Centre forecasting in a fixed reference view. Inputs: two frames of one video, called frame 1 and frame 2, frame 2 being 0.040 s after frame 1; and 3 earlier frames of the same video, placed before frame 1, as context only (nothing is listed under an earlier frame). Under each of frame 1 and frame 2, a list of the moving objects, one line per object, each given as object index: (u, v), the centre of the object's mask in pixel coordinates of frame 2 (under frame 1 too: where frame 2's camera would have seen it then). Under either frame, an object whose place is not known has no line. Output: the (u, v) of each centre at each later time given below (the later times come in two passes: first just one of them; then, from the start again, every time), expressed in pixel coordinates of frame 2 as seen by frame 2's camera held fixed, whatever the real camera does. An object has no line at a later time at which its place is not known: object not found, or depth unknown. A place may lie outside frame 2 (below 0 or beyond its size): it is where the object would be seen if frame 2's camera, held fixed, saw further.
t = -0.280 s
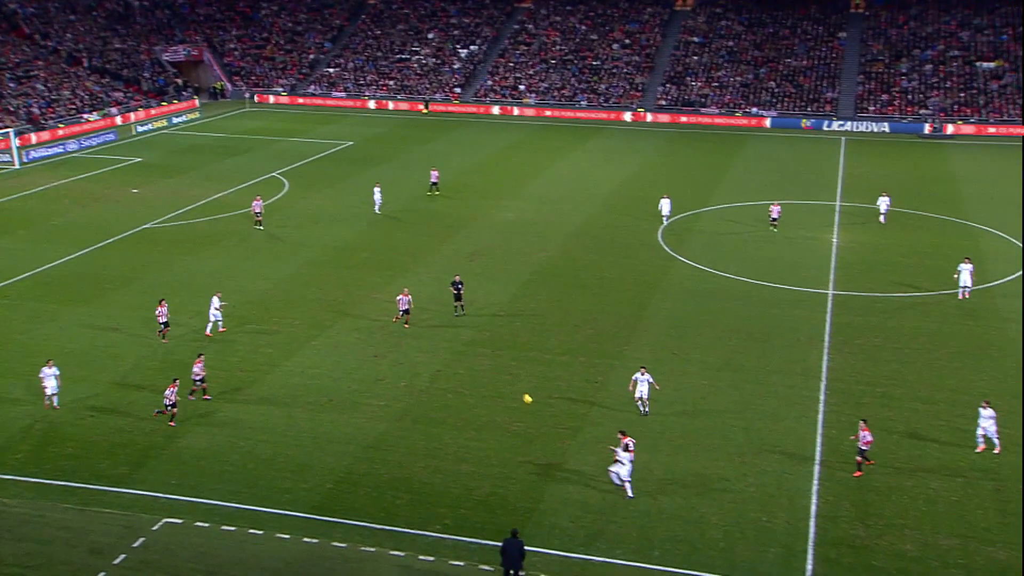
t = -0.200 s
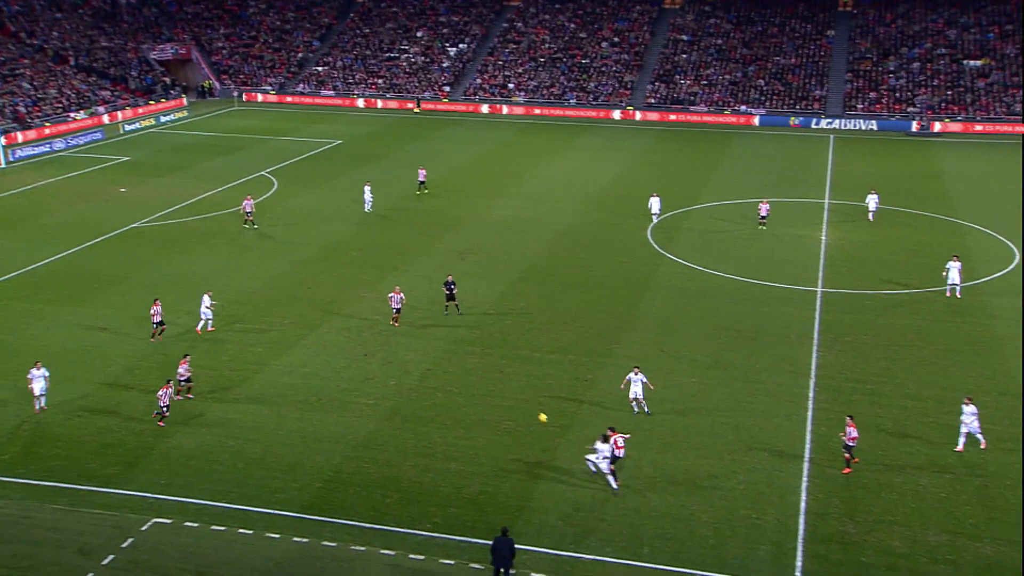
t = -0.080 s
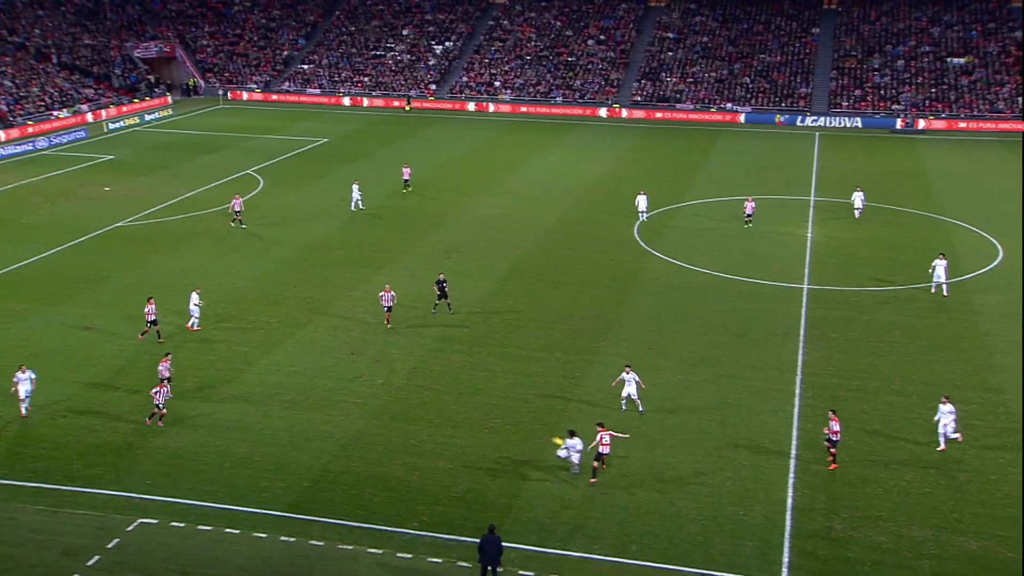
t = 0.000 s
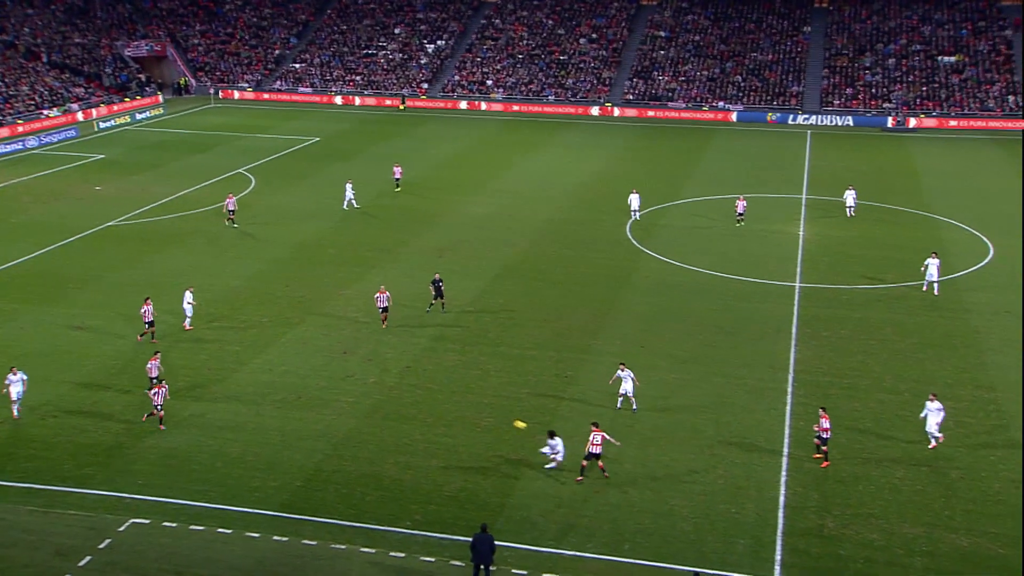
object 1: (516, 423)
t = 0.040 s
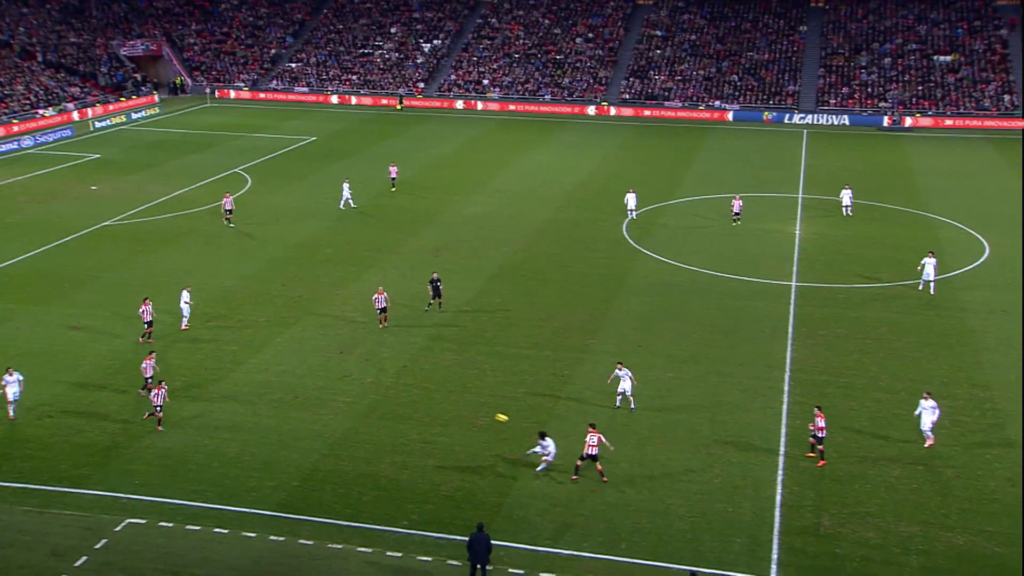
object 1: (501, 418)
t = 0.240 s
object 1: (431, 395)
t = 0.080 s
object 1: (487, 412)
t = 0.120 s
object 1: (472, 406)
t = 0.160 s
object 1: (458, 402)
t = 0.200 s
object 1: (444, 398)
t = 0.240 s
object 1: (431, 395)
